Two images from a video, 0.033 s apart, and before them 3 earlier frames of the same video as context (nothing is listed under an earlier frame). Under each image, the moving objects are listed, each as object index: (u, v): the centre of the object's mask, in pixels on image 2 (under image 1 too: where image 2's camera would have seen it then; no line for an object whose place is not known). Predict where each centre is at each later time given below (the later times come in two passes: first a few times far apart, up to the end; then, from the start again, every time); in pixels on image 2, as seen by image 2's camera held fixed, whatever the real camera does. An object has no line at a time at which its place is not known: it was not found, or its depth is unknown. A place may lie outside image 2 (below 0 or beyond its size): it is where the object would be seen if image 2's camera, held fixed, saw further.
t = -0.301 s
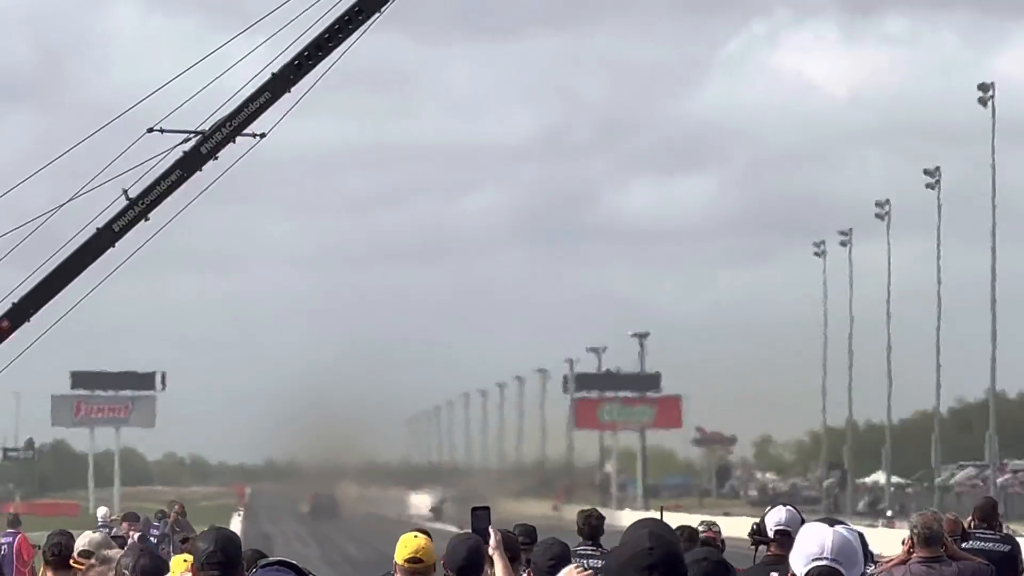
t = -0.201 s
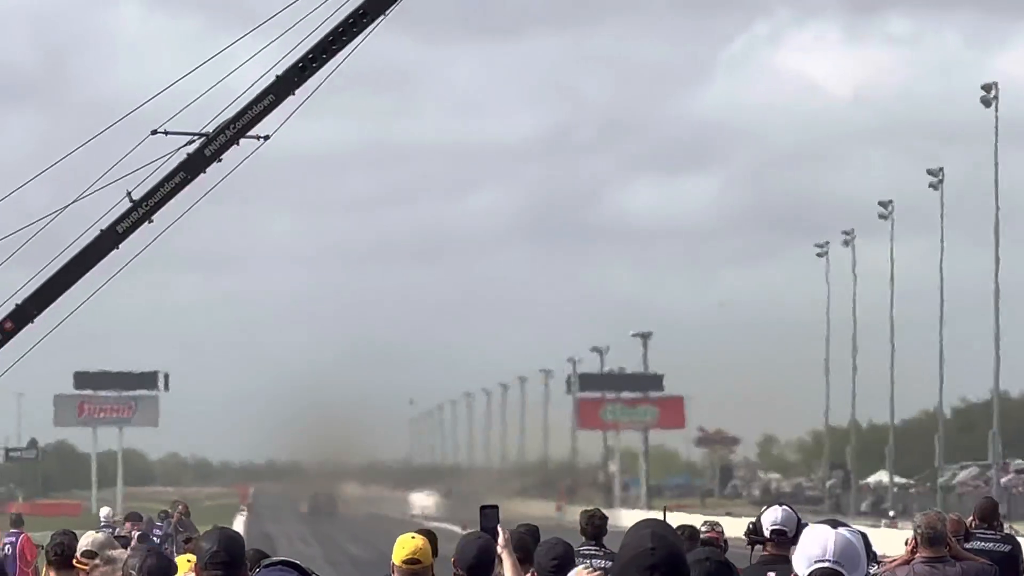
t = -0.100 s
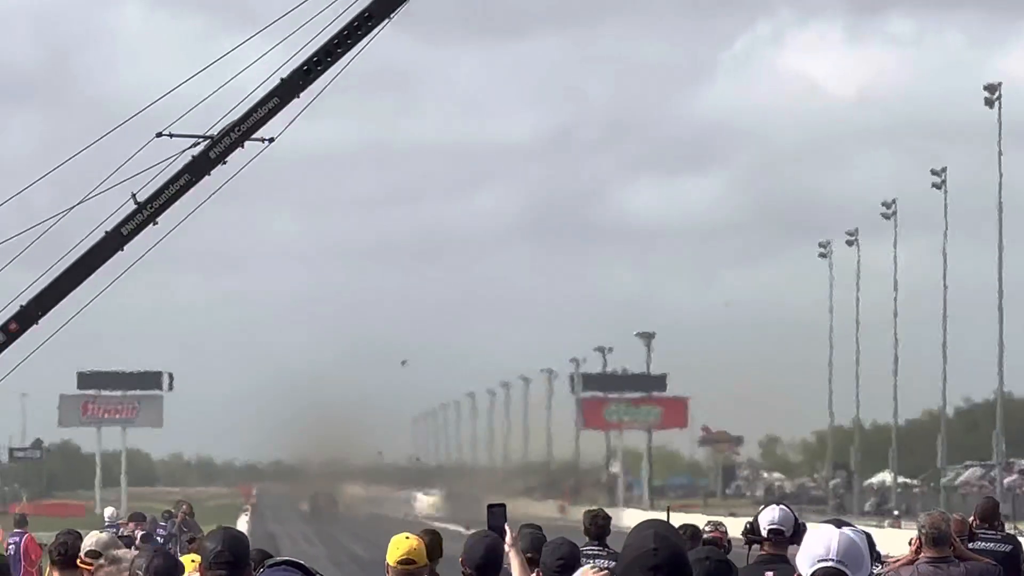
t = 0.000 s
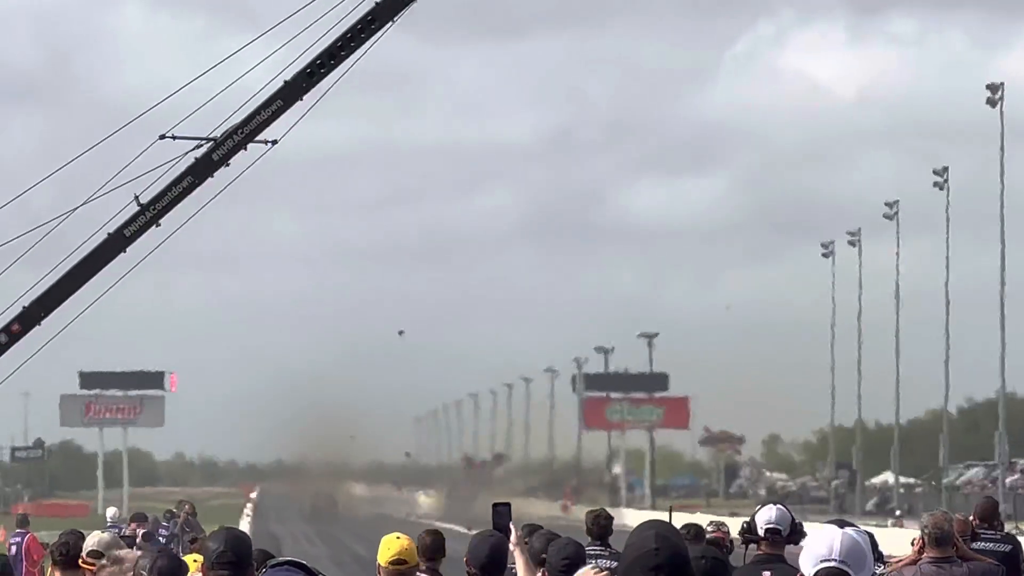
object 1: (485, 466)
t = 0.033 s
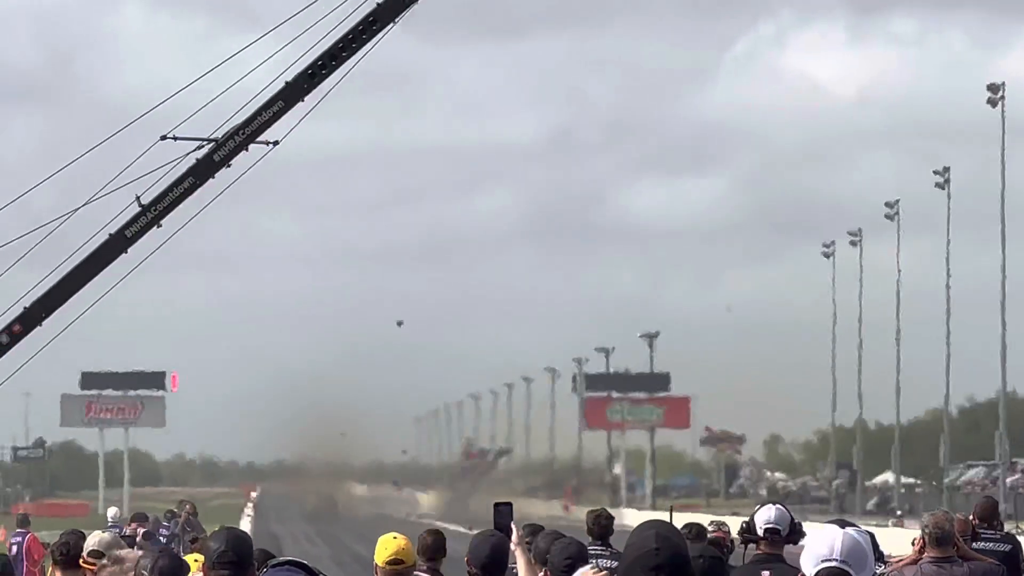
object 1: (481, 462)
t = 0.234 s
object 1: (445, 410)
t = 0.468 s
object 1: (437, 373)
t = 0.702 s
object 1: (439, 344)
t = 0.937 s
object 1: (440, 325)
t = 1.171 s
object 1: (448, 308)
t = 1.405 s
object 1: (459, 307)
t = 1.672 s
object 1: (463, 313)
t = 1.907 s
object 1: (466, 327)
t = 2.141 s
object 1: (464, 347)
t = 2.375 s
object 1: (464, 373)
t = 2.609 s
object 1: (461, 403)
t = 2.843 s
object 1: (459, 436)
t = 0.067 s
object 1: (466, 460)
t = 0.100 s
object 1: (461, 448)
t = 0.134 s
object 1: (455, 440)
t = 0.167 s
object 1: (450, 426)
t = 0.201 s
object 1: (448, 418)
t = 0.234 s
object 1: (445, 410)
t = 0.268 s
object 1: (440, 403)
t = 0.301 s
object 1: (439, 397)
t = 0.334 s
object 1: (440, 392)
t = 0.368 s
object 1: (439, 386)
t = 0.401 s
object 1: (439, 383)
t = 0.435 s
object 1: (438, 379)
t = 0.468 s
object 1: (437, 373)
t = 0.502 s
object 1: (437, 368)
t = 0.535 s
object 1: (438, 363)
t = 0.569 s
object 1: (439, 358)
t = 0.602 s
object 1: (441, 354)
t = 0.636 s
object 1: (440, 351)
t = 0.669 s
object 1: (440, 347)
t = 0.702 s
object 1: (439, 344)
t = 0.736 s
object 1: (440, 342)
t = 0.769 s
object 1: (441, 340)
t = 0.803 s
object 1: (441, 337)
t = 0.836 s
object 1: (442, 333)
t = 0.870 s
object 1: (441, 329)
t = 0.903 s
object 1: (440, 327)
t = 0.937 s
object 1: (440, 325)
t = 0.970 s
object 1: (442, 322)
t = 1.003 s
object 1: (443, 320)
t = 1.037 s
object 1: (445, 316)
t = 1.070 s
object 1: (445, 314)
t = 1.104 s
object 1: (446, 312)
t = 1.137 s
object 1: (446, 310)
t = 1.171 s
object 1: (448, 308)
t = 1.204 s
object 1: (449, 307)
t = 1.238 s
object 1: (451, 306)
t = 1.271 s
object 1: (453, 305)
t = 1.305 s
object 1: (455, 306)
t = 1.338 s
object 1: (457, 306)
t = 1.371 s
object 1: (458, 306)
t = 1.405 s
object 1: (459, 307)
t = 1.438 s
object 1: (460, 308)
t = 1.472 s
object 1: (460, 309)
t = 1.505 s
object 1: (460, 309)
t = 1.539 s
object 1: (461, 310)
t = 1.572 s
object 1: (461, 312)
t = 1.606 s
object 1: (461, 312)
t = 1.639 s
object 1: (463, 311)
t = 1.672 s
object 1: (463, 313)
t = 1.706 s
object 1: (464, 314)
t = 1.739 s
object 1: (465, 315)
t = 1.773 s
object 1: (465, 317)
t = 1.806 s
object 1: (465, 319)
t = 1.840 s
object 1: (466, 321)
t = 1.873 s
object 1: (465, 324)
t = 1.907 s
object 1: (466, 327)
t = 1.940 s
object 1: (466, 329)
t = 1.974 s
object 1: (465, 331)
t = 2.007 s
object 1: (465, 334)
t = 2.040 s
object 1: (464, 337)
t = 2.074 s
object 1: (464, 340)
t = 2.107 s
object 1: (464, 343)
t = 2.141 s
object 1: (464, 347)
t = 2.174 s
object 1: (464, 350)
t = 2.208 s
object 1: (465, 353)
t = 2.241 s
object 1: (465, 357)
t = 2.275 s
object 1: (465, 360)
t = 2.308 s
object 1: (465, 364)
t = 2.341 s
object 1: (464, 368)
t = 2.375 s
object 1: (464, 373)
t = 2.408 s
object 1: (464, 377)
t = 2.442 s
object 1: (463, 382)
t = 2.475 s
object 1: (462, 386)
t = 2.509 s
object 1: (462, 390)
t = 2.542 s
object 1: (461, 395)
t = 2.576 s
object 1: (461, 399)
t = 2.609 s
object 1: (461, 403)
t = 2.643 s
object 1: (460, 407)
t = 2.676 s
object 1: (459, 412)
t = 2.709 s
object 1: (459, 417)
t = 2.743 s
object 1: (459, 421)
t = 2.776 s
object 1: (459, 425)
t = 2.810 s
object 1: (459, 429)
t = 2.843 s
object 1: (459, 436)
